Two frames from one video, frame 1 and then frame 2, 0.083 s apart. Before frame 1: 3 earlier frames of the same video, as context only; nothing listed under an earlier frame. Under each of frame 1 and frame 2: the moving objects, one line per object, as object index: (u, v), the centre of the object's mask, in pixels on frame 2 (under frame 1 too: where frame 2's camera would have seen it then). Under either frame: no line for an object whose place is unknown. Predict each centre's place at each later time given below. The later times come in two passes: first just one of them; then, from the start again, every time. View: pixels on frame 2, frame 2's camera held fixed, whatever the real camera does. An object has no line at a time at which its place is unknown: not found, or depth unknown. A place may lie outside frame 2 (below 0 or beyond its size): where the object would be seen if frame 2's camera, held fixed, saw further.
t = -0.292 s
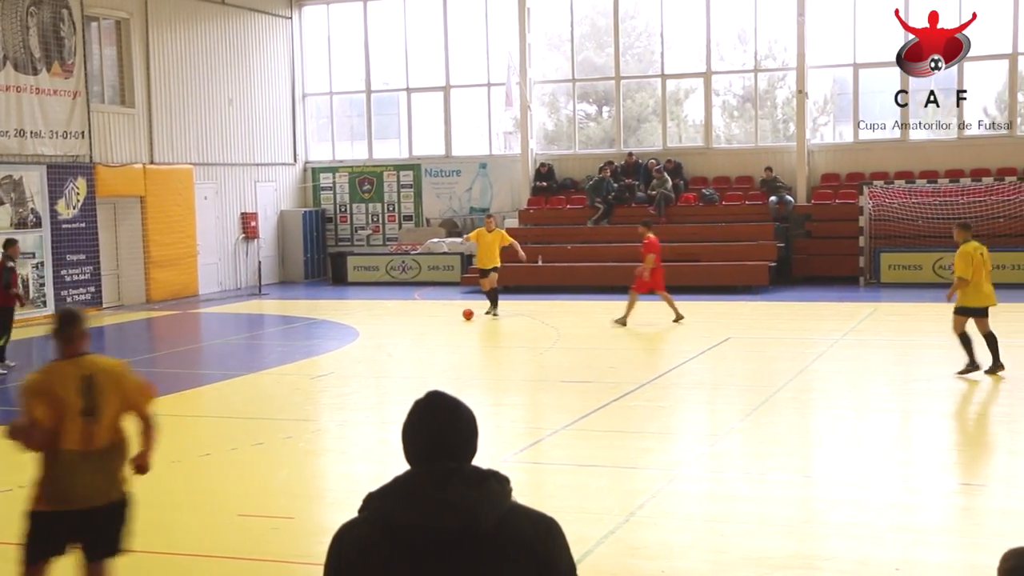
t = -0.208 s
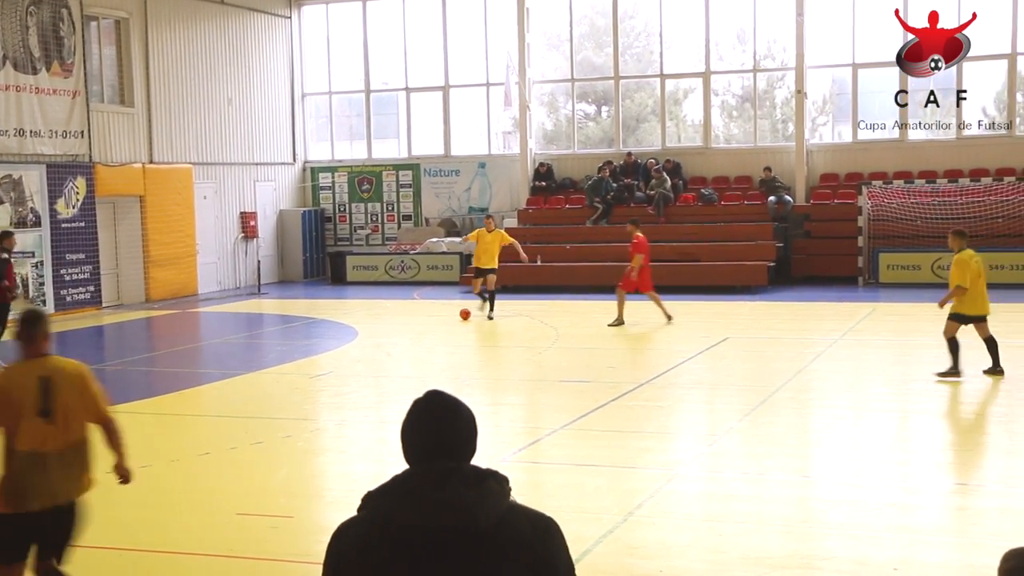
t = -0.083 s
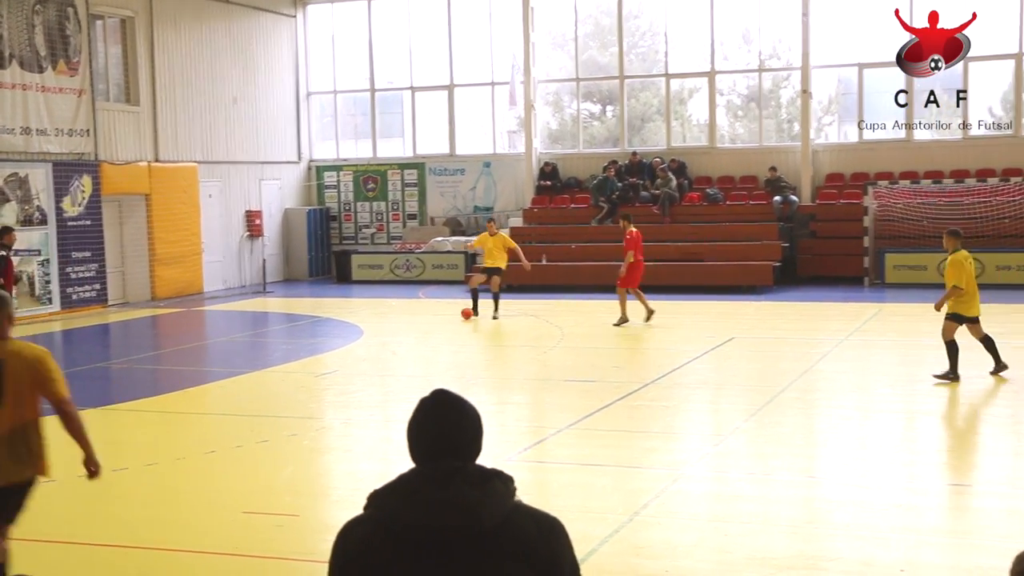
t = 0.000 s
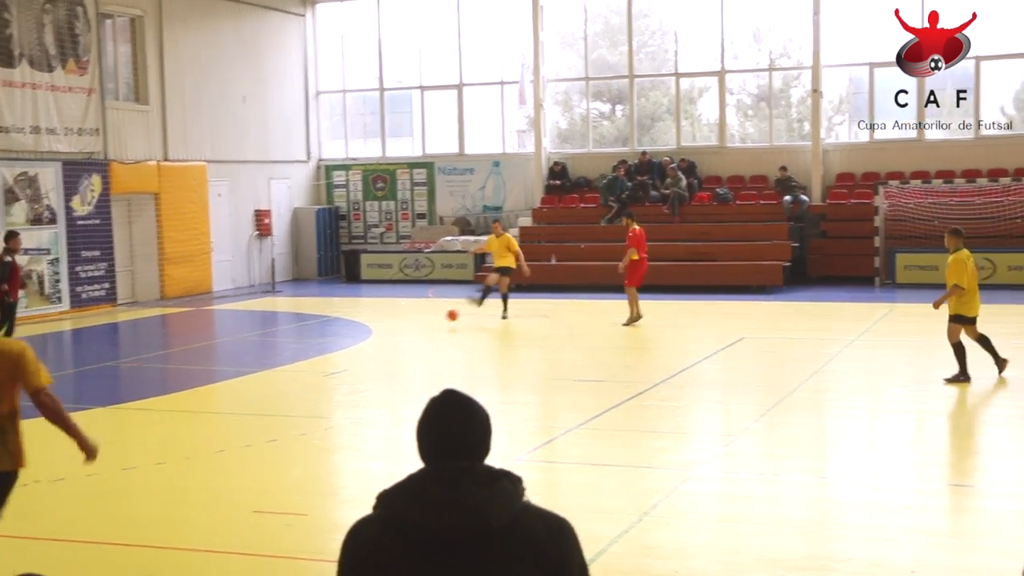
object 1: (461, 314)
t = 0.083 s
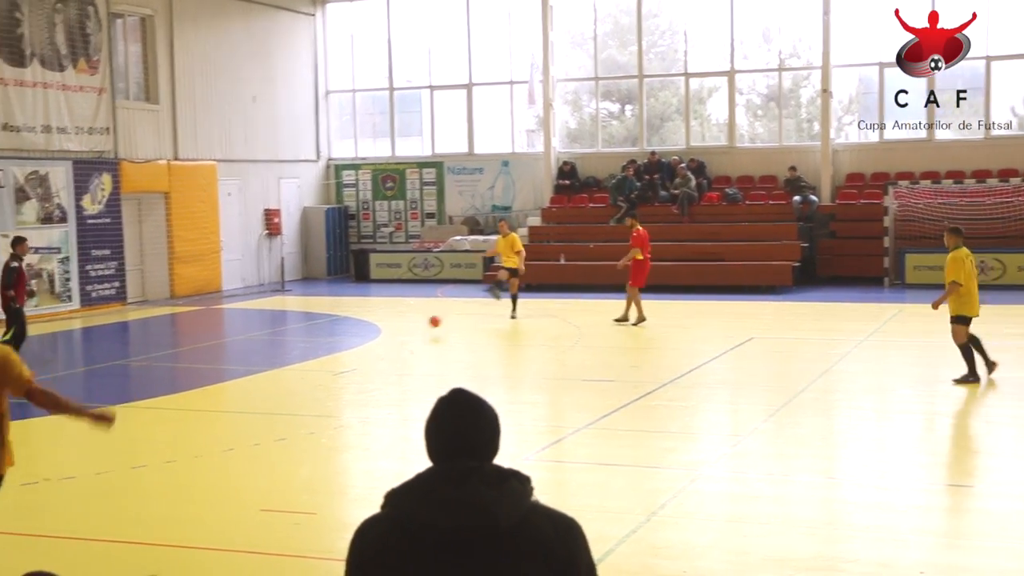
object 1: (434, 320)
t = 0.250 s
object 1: (374, 346)
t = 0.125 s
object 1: (420, 326)
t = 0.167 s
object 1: (405, 333)
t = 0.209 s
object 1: (389, 342)
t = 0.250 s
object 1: (374, 346)
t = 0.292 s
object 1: (358, 350)
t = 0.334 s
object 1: (340, 355)
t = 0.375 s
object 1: (323, 362)
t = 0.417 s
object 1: (304, 369)
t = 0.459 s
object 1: (287, 373)
